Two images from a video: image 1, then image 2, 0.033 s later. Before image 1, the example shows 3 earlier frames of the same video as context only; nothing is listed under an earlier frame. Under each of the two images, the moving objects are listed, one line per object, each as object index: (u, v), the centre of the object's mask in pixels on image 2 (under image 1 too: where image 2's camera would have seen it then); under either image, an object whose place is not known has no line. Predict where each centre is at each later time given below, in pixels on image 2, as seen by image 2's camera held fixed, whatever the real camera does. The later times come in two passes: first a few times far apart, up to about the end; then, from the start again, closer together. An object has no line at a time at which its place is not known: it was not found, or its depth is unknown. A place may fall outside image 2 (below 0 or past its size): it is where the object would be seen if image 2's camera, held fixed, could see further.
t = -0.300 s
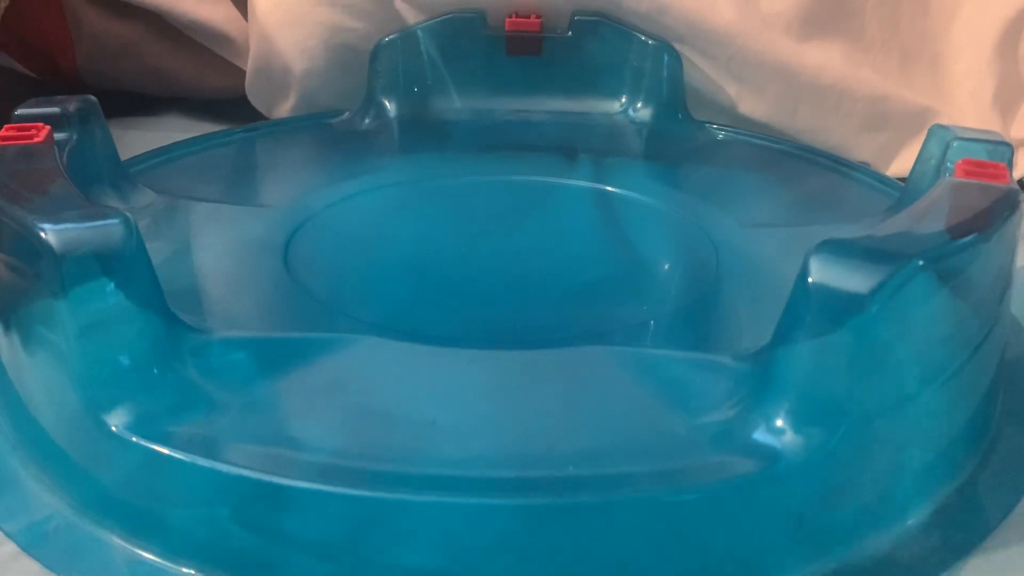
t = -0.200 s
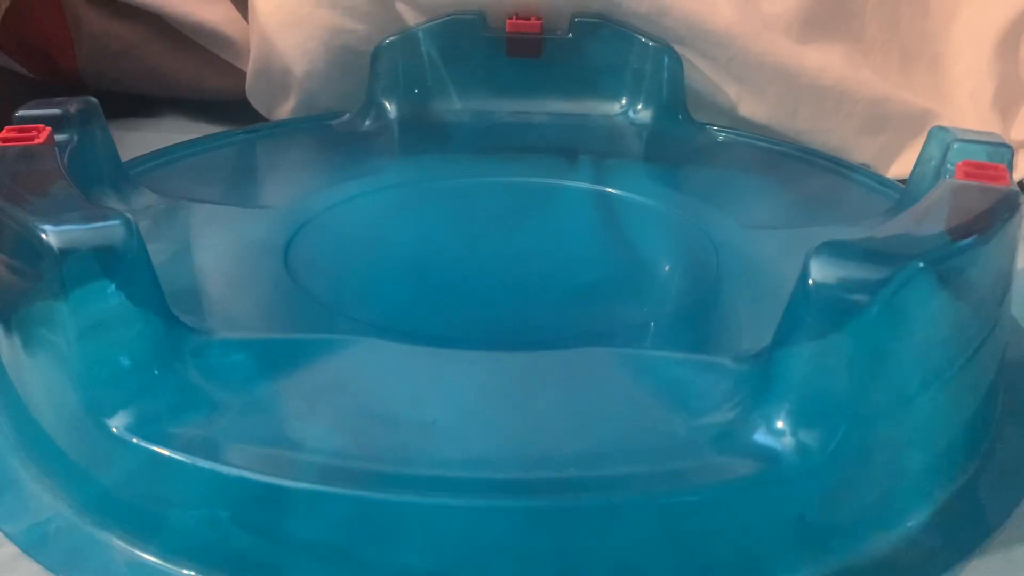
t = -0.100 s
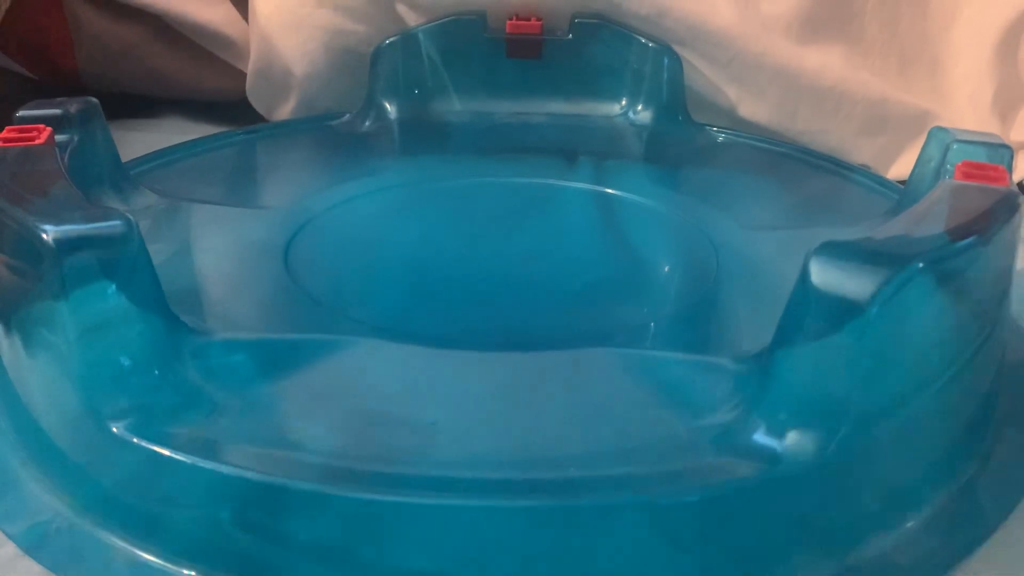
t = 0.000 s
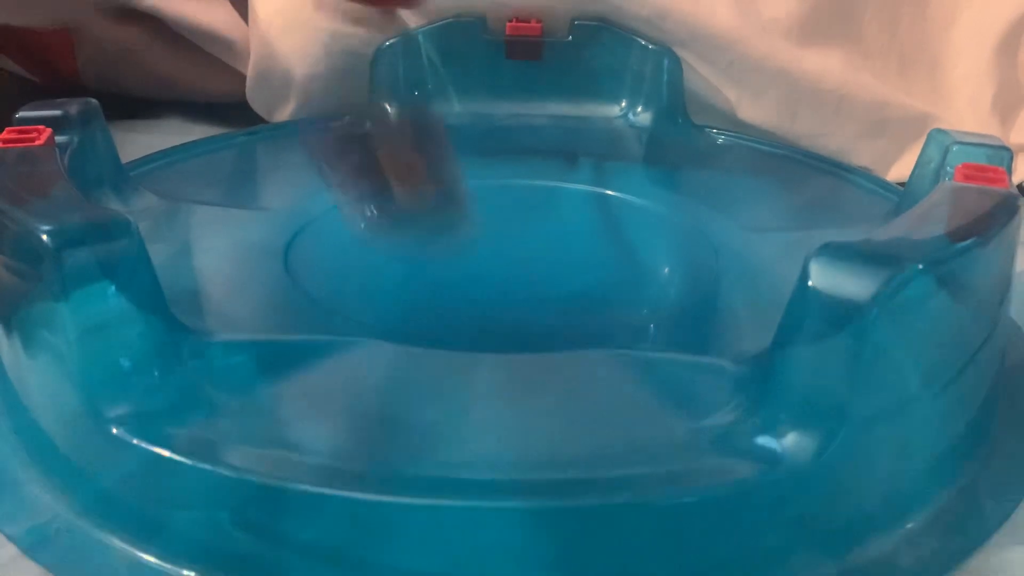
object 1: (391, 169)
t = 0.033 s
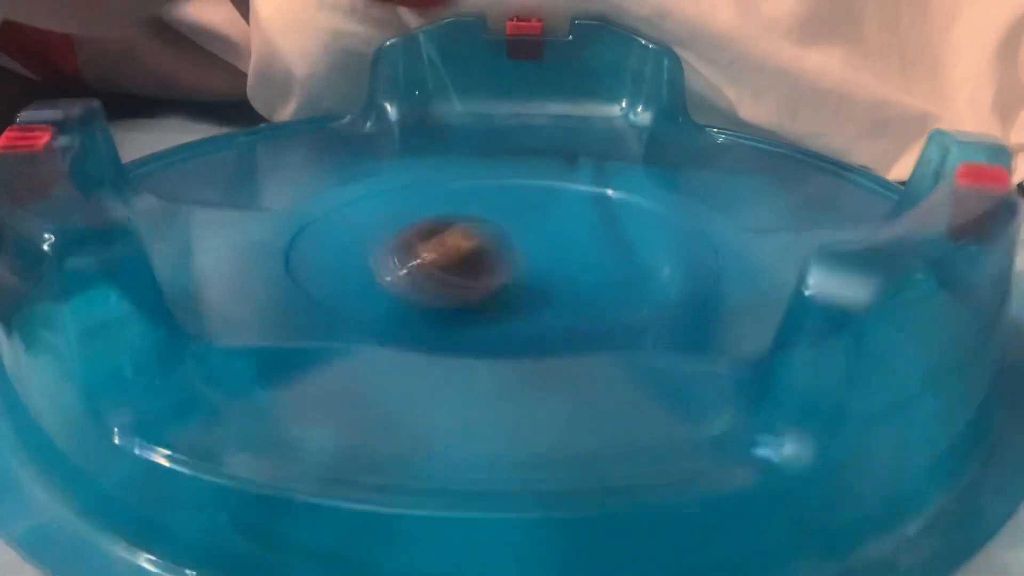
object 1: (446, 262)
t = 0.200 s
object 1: (593, 84)
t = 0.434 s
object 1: (421, 134)
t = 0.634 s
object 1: (379, 208)
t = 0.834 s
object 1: (440, 243)
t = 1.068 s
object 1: (509, 246)
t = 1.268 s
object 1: (551, 243)
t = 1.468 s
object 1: (580, 238)
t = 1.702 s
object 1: (596, 235)
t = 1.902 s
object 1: (598, 235)
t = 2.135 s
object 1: (595, 237)
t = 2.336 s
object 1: (587, 242)
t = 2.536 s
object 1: (574, 248)
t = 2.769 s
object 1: (552, 256)
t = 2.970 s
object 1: (531, 260)
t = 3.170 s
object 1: (508, 264)
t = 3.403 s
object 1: (481, 264)
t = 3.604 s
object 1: (458, 264)
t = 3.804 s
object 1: (436, 263)
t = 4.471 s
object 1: (386, 245)
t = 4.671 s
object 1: (375, 238)
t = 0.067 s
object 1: (503, 233)
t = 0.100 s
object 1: (557, 193)
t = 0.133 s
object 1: (594, 146)
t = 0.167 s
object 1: (617, 104)
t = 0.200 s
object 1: (593, 84)
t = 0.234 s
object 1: (569, 86)
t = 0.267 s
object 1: (540, 103)
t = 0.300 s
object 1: (511, 107)
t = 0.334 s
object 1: (486, 112)
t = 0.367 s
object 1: (460, 118)
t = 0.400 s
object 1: (438, 125)
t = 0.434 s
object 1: (421, 134)
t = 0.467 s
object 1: (405, 144)
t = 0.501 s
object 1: (394, 155)
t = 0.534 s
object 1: (384, 170)
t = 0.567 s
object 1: (379, 184)
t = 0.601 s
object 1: (377, 196)
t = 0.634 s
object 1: (379, 208)
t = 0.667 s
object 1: (385, 218)
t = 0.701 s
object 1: (394, 226)
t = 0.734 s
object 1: (405, 234)
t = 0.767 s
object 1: (416, 238)
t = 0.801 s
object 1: (428, 241)
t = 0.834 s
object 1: (440, 243)
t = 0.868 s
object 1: (452, 244)
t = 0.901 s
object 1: (463, 245)
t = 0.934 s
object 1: (473, 246)
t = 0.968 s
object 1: (483, 246)
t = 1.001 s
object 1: (492, 246)
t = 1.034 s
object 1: (500, 246)
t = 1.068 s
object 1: (509, 246)
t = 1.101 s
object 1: (517, 245)
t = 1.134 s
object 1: (524, 245)
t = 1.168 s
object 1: (532, 245)
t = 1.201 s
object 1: (538, 244)
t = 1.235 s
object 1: (545, 244)
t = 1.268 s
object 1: (551, 243)
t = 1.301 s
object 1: (557, 242)
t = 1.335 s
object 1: (563, 242)
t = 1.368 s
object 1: (568, 240)
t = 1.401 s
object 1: (573, 240)
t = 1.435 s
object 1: (576, 239)
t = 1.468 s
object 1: (580, 238)
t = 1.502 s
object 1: (583, 237)
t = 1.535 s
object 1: (586, 237)
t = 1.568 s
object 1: (589, 236)
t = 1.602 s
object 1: (591, 237)
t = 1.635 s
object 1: (593, 236)
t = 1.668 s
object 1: (595, 236)
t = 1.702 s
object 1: (596, 235)
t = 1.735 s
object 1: (597, 235)
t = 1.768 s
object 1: (598, 235)
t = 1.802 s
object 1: (598, 235)
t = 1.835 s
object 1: (598, 236)
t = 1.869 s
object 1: (598, 235)
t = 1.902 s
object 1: (598, 235)
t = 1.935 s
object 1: (597, 236)
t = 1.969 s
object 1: (597, 236)
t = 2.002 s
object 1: (596, 236)
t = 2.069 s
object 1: (596, 237)
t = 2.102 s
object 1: (595, 237)
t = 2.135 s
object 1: (595, 237)
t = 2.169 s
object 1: (594, 238)
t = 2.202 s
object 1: (593, 239)
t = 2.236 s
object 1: (592, 239)
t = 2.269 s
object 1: (591, 240)
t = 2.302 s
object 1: (589, 241)
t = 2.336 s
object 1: (587, 242)
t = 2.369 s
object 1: (585, 243)
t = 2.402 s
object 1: (583, 244)
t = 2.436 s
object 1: (581, 245)
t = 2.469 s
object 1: (579, 246)
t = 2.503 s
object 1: (577, 247)
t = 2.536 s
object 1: (574, 248)
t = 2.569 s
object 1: (572, 249)
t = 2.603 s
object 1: (569, 251)
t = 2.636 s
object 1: (566, 251)
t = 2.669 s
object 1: (562, 252)
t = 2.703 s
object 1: (559, 254)
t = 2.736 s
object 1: (555, 255)
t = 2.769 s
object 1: (552, 256)
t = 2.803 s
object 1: (548, 256)
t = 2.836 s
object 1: (545, 257)
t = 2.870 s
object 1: (542, 258)
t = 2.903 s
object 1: (538, 259)
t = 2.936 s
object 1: (534, 259)
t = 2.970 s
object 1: (531, 260)
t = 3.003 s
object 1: (527, 261)
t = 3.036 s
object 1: (524, 262)
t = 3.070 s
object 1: (520, 263)
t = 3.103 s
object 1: (515, 262)
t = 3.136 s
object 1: (512, 263)
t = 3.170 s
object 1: (508, 264)
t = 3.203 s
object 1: (504, 264)
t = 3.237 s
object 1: (501, 264)
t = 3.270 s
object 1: (497, 264)
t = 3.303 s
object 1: (493, 265)
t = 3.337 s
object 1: (489, 265)
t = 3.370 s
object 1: (485, 265)
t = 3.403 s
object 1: (481, 264)
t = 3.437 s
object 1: (477, 265)
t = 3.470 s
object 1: (473, 265)
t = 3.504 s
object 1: (469, 265)
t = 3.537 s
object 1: (465, 264)
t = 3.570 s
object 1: (462, 265)
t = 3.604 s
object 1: (458, 264)
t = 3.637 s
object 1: (454, 264)
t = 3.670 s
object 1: (451, 264)
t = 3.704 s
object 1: (447, 264)
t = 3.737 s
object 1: (444, 264)
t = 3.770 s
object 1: (439, 263)
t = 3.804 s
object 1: (436, 263)
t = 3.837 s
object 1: (433, 263)
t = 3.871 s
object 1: (430, 262)
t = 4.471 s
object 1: (386, 245)
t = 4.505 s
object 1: (384, 244)
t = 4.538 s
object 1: (383, 244)
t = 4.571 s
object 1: (379, 242)
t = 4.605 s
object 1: (377, 241)
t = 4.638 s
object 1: (375, 239)
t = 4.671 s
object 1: (375, 238)
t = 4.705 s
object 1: (374, 236)
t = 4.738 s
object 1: (373, 235)
